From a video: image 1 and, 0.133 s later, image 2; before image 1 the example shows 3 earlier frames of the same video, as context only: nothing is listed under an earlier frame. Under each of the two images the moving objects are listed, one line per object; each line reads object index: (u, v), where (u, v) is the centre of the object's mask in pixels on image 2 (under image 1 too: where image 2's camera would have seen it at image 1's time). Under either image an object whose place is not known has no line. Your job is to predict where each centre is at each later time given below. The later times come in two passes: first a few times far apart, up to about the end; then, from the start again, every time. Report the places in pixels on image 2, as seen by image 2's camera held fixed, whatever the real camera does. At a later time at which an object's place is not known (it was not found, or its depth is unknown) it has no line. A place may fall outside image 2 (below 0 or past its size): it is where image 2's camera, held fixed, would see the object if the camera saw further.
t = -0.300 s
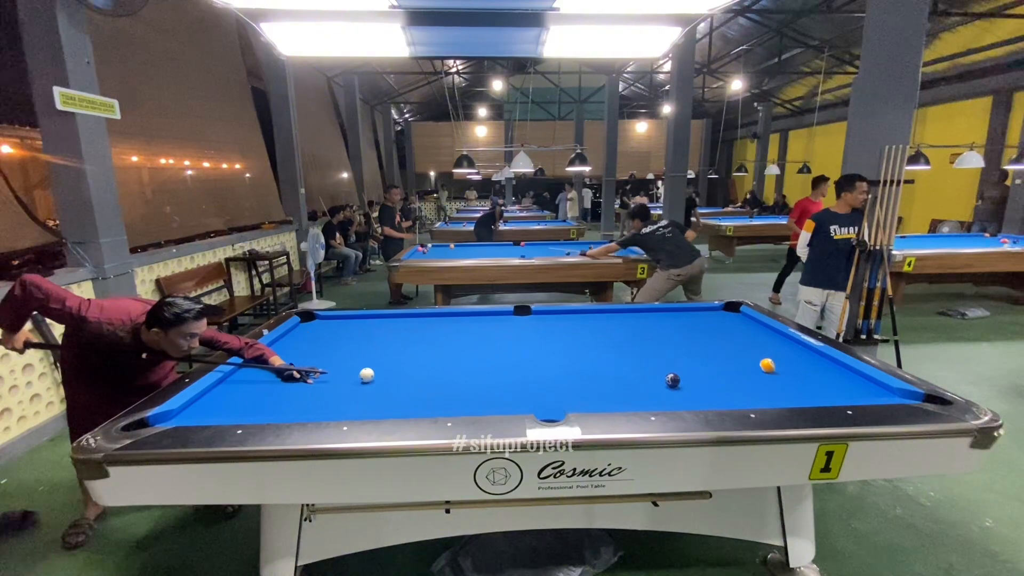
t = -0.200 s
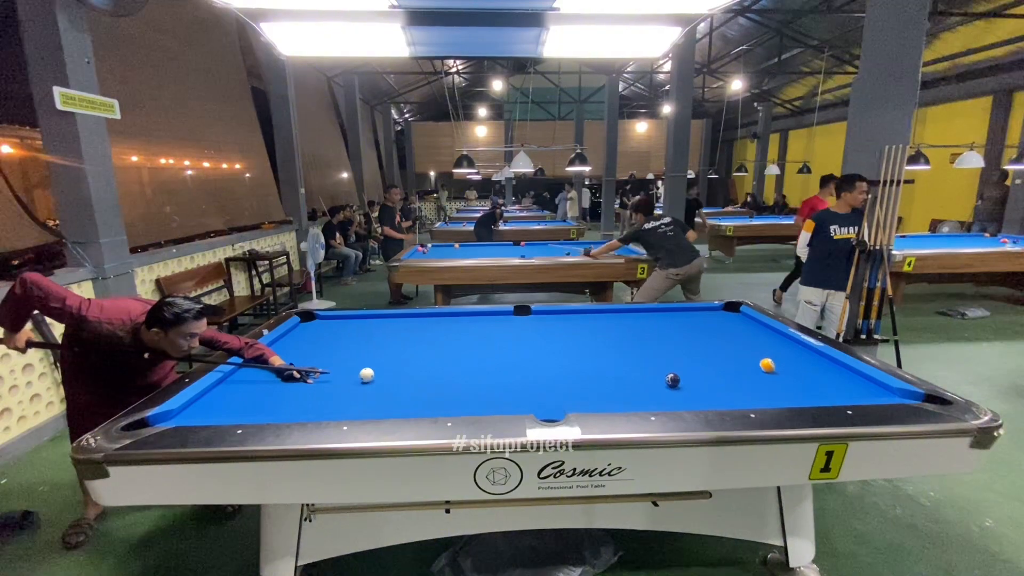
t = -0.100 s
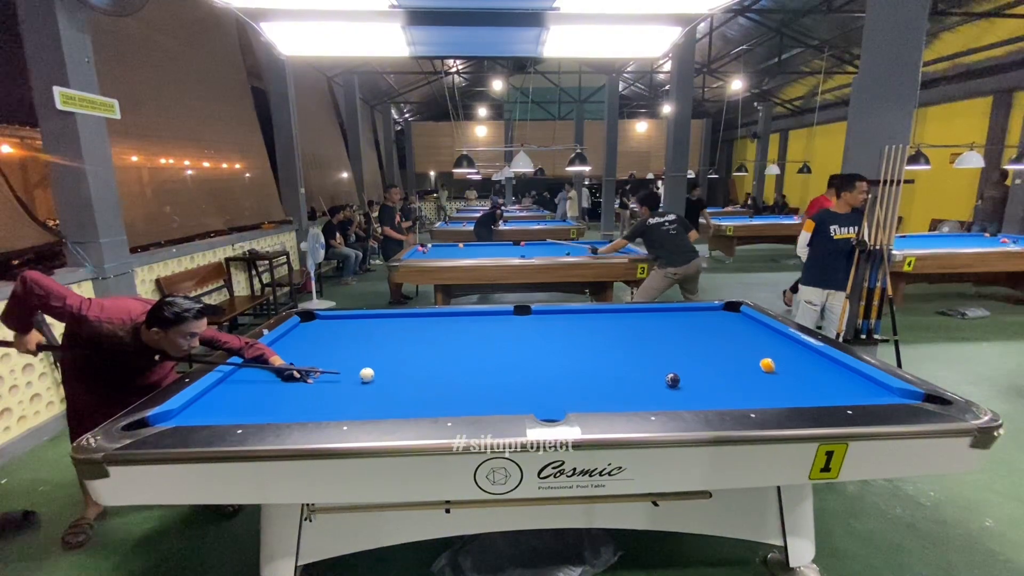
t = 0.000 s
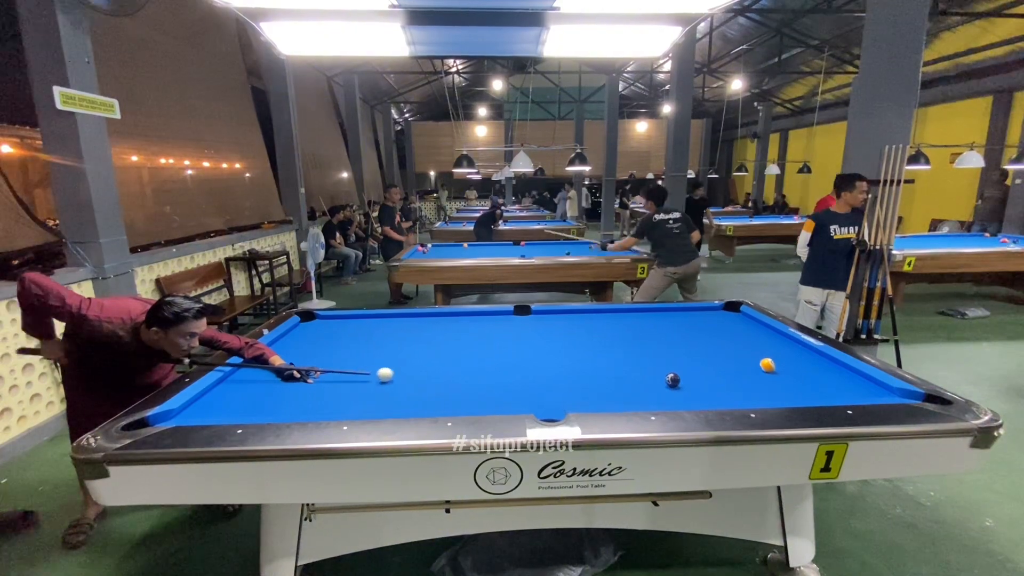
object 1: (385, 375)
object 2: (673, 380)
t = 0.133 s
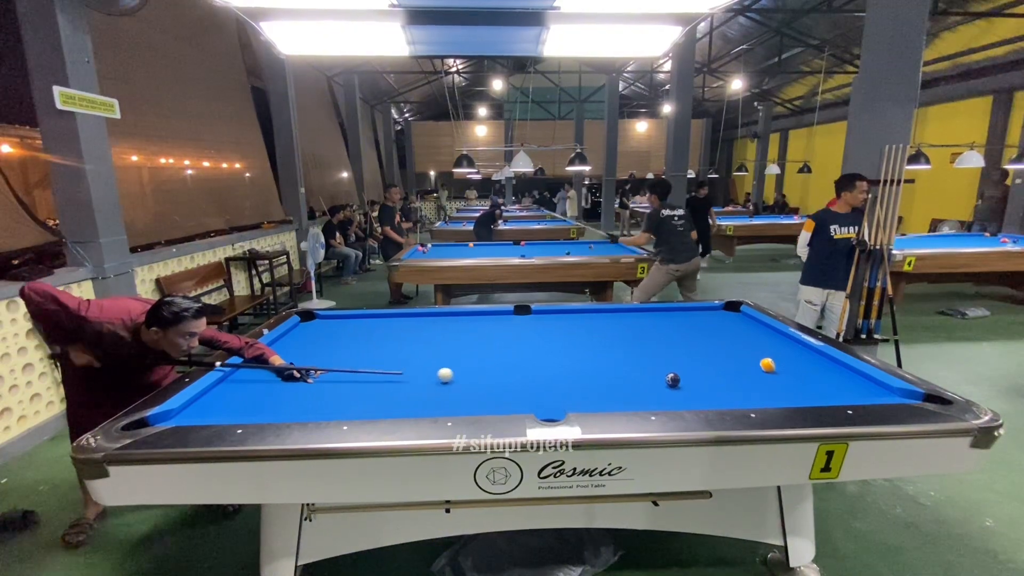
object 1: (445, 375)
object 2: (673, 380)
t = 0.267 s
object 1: (497, 376)
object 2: (673, 380)
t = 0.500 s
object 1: (588, 377)
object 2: (673, 380)
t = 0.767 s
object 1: (660, 377)
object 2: (706, 382)
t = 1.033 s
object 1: (685, 374)
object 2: (783, 387)
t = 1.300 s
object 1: (708, 372)
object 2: (857, 390)
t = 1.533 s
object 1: (727, 369)
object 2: (914, 396)
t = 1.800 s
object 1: (746, 367)
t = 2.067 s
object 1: (756, 365)
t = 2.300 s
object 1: (758, 365)
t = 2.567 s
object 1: (759, 364)
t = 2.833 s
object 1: (759, 364)
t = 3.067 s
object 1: (759, 364)
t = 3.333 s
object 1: (759, 364)
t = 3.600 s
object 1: (759, 364)
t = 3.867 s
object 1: (759, 364)
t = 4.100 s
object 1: (759, 364)
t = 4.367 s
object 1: (759, 364)
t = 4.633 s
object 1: (759, 364)
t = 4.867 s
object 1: (759, 364)
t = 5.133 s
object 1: (759, 364)
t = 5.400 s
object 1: (759, 364)
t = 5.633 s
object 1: (759, 364)
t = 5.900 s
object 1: (759, 364)
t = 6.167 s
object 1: (759, 364)
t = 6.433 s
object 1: (759, 364)
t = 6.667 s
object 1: (759, 364)
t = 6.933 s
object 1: (759, 364)
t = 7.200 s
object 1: (759, 364)
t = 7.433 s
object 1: (759, 364)
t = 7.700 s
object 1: (759, 364)
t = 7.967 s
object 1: (759, 364)
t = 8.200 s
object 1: (759, 364)
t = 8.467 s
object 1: (759, 364)
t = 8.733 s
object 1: (759, 364)
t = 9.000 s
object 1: (759, 364)
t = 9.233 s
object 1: (759, 364)
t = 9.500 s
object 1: (759, 364)
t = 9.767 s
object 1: (759, 364)
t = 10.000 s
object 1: (759, 364)
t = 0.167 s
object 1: (458, 375)
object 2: (672, 380)
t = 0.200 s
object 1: (471, 375)
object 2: (673, 380)
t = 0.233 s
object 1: (484, 376)
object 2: (672, 380)
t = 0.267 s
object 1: (497, 376)
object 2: (673, 380)
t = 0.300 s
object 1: (510, 376)
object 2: (673, 380)
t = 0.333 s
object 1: (523, 376)
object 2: (673, 380)
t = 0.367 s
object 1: (536, 376)
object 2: (673, 380)
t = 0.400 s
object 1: (549, 376)
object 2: (672, 380)
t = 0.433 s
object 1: (562, 377)
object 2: (673, 380)
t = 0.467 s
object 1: (575, 377)
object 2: (673, 380)
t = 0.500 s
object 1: (588, 377)
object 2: (673, 380)
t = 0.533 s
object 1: (601, 378)
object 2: (673, 380)
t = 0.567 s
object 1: (614, 378)
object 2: (673, 380)
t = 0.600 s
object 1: (627, 378)
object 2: (673, 380)
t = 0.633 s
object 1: (641, 378)
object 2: (673, 380)
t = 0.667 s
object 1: (654, 378)
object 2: (673, 380)
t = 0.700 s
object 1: (657, 378)
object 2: (683, 381)
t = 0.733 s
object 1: (658, 378)
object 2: (695, 382)
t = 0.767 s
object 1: (660, 377)
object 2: (706, 382)
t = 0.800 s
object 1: (663, 377)
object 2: (717, 383)
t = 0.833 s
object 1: (666, 376)
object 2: (727, 384)
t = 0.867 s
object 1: (669, 376)
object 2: (737, 384)
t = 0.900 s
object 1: (673, 376)
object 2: (746, 385)
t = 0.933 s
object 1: (676, 375)
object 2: (755, 385)
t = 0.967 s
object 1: (679, 375)
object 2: (764, 386)
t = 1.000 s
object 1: (682, 375)
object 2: (774, 386)
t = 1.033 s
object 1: (685, 374)
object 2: (783, 387)
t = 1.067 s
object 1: (688, 374)
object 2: (792, 387)
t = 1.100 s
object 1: (691, 373)
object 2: (801, 388)
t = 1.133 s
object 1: (694, 373)
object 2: (810, 388)
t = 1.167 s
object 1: (697, 373)
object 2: (820, 389)
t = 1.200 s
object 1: (700, 372)
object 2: (829, 389)
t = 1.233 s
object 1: (703, 372)
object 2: (839, 390)
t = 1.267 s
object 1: (706, 372)
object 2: (847, 390)
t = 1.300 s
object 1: (708, 372)
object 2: (857, 390)
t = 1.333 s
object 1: (711, 371)
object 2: (866, 391)
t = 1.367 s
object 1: (714, 371)
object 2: (876, 391)
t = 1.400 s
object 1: (717, 370)
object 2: (886, 391)
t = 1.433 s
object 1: (719, 370)
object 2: (895, 391)
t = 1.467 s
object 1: (722, 370)
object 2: (903, 392)
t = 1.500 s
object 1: (725, 369)
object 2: (908, 394)
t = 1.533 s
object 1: (727, 369)
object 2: (914, 396)
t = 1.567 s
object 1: (729, 369)
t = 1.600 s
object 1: (732, 369)
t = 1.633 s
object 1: (734, 368)
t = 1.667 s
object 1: (737, 368)
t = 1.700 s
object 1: (739, 368)
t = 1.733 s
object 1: (742, 368)
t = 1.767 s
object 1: (744, 367)
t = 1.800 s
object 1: (746, 367)
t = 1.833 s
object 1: (749, 367)
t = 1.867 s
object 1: (751, 366)
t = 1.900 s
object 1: (753, 366)
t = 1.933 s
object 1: (754, 366)
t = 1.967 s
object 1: (755, 366)
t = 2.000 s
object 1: (756, 366)
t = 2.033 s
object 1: (756, 366)
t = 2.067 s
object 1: (756, 365)
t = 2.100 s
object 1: (756, 365)
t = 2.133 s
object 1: (757, 365)
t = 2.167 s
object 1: (757, 365)
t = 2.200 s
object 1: (757, 365)
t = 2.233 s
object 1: (758, 365)
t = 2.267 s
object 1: (758, 365)
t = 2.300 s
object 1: (758, 365)
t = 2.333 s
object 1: (758, 365)
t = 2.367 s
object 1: (758, 365)
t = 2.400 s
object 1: (759, 365)
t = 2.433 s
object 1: (759, 364)
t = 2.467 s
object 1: (759, 364)
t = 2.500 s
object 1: (759, 364)
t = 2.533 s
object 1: (759, 364)
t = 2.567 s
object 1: (759, 364)
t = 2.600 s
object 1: (759, 364)
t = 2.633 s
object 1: (759, 364)
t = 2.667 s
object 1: (759, 364)
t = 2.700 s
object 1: (760, 364)
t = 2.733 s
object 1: (759, 364)
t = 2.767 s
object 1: (759, 364)
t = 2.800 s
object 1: (759, 364)
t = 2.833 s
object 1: (759, 364)
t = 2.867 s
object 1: (759, 364)
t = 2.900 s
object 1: (759, 364)
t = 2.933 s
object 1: (759, 364)
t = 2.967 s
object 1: (759, 364)
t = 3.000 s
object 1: (759, 364)
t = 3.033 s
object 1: (759, 364)
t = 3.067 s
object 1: (759, 364)
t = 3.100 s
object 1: (759, 364)
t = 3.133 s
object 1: (759, 364)
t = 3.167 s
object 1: (759, 364)
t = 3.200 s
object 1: (759, 364)
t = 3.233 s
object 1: (759, 364)
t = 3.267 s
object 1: (759, 364)
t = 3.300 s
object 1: (759, 364)
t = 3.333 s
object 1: (759, 364)
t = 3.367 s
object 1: (759, 364)
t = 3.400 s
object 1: (759, 364)
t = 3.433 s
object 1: (759, 364)
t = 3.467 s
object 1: (759, 364)
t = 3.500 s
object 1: (759, 364)
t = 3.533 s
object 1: (759, 364)
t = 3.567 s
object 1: (759, 364)
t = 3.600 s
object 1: (759, 364)
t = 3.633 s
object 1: (759, 364)
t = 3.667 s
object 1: (759, 364)
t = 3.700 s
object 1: (759, 364)
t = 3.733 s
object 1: (759, 364)
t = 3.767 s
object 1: (759, 364)
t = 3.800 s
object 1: (759, 364)
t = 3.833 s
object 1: (759, 364)
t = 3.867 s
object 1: (759, 364)
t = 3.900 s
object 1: (759, 364)
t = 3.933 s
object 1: (759, 364)
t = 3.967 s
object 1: (759, 364)
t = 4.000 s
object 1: (759, 364)
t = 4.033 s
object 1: (759, 364)
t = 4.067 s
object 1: (759, 364)
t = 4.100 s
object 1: (759, 364)
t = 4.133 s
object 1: (759, 364)
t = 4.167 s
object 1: (759, 364)
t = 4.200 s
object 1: (759, 364)
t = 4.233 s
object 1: (759, 364)
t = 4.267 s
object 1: (759, 364)
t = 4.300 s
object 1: (759, 364)
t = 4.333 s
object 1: (759, 364)
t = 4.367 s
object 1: (759, 364)
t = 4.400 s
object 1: (759, 364)
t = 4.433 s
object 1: (759, 364)
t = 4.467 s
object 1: (759, 364)
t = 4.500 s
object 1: (759, 364)
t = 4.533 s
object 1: (759, 364)
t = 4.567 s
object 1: (759, 364)
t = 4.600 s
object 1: (759, 364)
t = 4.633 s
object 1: (759, 364)
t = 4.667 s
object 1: (759, 364)
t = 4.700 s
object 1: (759, 364)
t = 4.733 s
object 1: (759, 364)
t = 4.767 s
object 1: (759, 364)
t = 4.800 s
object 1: (759, 364)
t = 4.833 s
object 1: (759, 364)
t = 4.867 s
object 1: (759, 364)
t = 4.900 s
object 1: (759, 364)
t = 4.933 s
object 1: (759, 364)
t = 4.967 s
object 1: (759, 364)
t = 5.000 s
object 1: (759, 364)
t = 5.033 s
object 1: (759, 364)
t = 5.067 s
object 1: (759, 364)
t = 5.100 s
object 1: (759, 364)
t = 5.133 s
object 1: (759, 364)
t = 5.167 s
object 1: (759, 364)
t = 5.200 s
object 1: (759, 364)
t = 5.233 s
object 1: (759, 364)
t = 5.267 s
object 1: (759, 364)
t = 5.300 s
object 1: (759, 364)
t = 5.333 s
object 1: (759, 364)
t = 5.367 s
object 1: (759, 364)
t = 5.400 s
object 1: (759, 364)
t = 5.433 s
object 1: (759, 364)
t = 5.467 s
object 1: (759, 364)
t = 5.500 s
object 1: (759, 364)
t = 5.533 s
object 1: (759, 364)
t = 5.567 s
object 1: (759, 364)
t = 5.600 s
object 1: (759, 364)
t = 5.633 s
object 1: (759, 364)
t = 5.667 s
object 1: (759, 364)
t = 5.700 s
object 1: (759, 364)
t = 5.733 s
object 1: (759, 364)
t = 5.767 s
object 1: (759, 364)
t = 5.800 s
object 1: (759, 364)
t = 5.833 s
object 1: (759, 364)
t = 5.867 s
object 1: (759, 364)
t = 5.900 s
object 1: (759, 364)
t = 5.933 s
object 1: (759, 364)
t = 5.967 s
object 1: (759, 364)
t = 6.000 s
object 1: (759, 364)
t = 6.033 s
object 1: (759, 364)
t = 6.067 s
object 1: (759, 364)
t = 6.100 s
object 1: (759, 364)
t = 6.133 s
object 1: (759, 364)
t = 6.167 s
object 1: (759, 364)
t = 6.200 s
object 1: (759, 364)
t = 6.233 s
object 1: (759, 364)
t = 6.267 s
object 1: (759, 364)
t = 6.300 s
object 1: (759, 364)
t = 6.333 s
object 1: (759, 364)
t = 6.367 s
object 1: (759, 364)
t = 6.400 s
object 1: (759, 364)
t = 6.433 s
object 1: (759, 364)
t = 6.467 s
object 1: (759, 364)
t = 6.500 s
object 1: (759, 364)
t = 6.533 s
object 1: (759, 364)
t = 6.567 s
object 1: (759, 364)
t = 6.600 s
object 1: (759, 364)
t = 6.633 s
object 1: (759, 364)
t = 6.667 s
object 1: (759, 364)
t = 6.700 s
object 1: (759, 364)
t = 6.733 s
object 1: (759, 364)
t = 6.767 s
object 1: (759, 364)
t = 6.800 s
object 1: (759, 364)
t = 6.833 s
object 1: (759, 364)
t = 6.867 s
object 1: (759, 364)
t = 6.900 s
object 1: (759, 364)
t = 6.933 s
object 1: (759, 364)
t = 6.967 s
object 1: (759, 364)
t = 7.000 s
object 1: (759, 364)
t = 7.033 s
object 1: (759, 364)
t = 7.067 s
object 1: (759, 364)
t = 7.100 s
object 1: (759, 364)
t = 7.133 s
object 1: (759, 364)
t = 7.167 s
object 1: (759, 364)
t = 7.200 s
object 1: (759, 364)
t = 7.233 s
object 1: (759, 364)
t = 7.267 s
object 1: (759, 364)
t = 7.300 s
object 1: (759, 364)
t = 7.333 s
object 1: (759, 364)
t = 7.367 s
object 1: (759, 364)
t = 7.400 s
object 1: (759, 364)
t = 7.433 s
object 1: (759, 364)
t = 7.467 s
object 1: (759, 364)
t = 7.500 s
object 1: (759, 364)
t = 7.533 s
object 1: (759, 364)
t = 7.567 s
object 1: (759, 364)
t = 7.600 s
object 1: (759, 364)
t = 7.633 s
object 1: (759, 364)
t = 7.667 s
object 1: (759, 364)
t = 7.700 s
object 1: (759, 364)
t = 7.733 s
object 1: (759, 364)
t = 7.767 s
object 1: (759, 364)
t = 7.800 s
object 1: (759, 364)
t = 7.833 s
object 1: (759, 364)
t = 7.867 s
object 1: (759, 364)
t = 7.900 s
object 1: (759, 364)
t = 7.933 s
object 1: (759, 364)
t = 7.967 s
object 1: (759, 364)
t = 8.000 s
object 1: (759, 364)
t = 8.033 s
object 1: (759, 364)
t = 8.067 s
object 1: (759, 364)
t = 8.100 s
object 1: (759, 364)
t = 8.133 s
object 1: (759, 364)
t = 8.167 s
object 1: (759, 364)
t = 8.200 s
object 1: (759, 364)
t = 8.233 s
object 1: (759, 364)
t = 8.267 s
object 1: (759, 364)
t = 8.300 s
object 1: (759, 364)
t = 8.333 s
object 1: (759, 364)
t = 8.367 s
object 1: (759, 364)
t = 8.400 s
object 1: (759, 364)
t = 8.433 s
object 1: (759, 364)
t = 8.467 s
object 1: (759, 364)
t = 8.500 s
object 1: (759, 364)
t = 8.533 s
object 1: (759, 364)
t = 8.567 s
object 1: (759, 364)
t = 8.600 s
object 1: (759, 364)
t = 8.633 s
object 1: (759, 364)
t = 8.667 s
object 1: (759, 364)
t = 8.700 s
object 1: (759, 364)
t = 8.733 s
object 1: (759, 364)
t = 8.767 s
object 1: (759, 364)
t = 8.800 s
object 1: (759, 364)
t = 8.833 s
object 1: (759, 364)
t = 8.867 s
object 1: (759, 364)
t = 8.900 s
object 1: (759, 364)
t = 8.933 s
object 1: (759, 364)
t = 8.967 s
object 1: (759, 364)
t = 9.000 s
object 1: (759, 364)
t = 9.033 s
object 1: (759, 364)
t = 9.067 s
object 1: (759, 364)
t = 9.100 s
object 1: (759, 364)
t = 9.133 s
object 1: (759, 364)
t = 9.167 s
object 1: (759, 364)
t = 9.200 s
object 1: (759, 364)
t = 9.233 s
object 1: (759, 364)
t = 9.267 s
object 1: (759, 364)
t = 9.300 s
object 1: (759, 364)
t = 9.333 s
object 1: (759, 364)
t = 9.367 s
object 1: (759, 364)
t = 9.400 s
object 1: (759, 364)
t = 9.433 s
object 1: (759, 364)
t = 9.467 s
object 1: (759, 364)
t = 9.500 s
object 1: (759, 364)
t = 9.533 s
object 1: (759, 364)
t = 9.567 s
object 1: (759, 364)
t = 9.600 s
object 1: (759, 364)
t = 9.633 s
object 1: (759, 364)
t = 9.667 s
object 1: (759, 364)
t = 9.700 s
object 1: (759, 364)
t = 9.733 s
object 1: (759, 364)
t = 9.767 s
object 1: (759, 364)
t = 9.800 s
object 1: (759, 364)
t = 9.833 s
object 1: (759, 364)
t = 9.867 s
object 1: (759, 364)
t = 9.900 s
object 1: (759, 364)
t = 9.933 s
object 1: (759, 364)
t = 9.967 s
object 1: (759, 364)
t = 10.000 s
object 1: (759, 364)
